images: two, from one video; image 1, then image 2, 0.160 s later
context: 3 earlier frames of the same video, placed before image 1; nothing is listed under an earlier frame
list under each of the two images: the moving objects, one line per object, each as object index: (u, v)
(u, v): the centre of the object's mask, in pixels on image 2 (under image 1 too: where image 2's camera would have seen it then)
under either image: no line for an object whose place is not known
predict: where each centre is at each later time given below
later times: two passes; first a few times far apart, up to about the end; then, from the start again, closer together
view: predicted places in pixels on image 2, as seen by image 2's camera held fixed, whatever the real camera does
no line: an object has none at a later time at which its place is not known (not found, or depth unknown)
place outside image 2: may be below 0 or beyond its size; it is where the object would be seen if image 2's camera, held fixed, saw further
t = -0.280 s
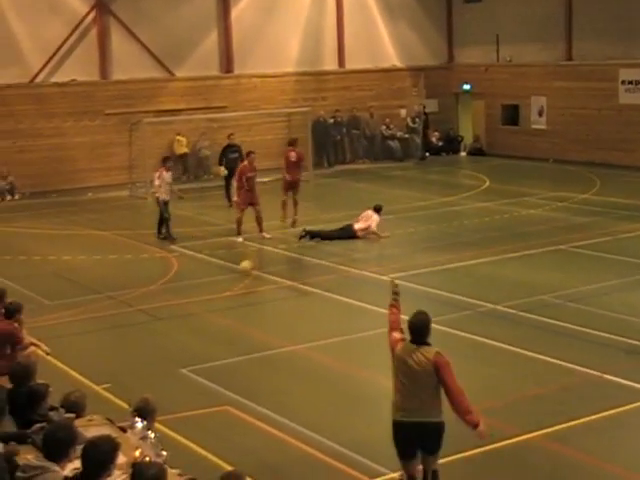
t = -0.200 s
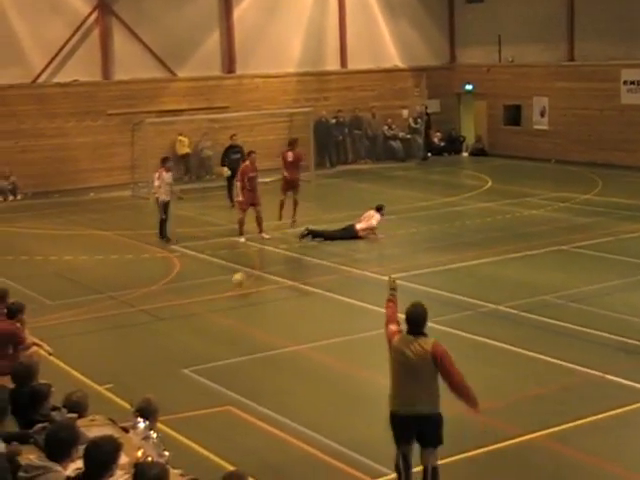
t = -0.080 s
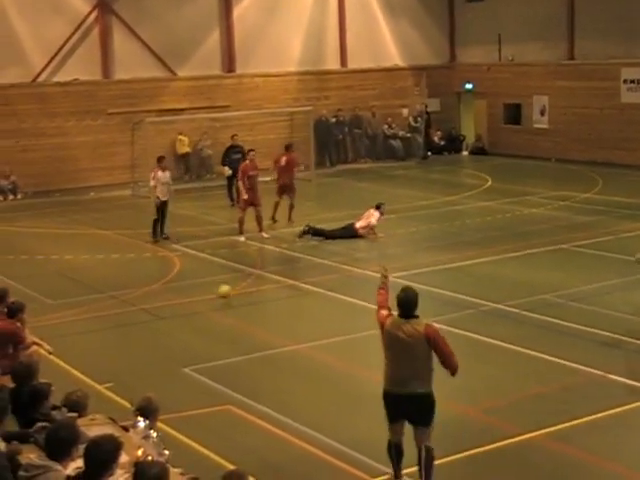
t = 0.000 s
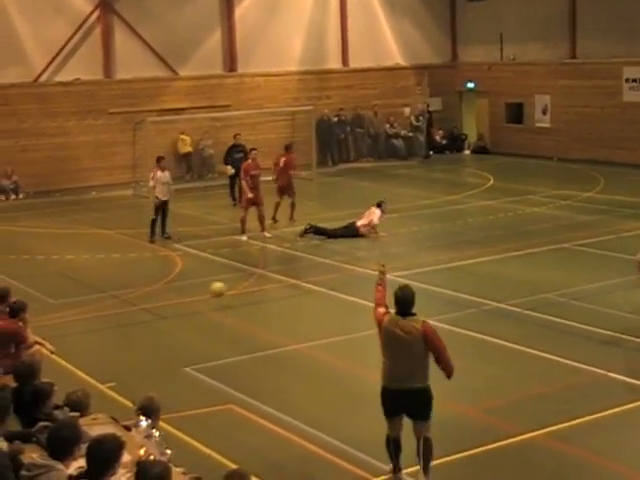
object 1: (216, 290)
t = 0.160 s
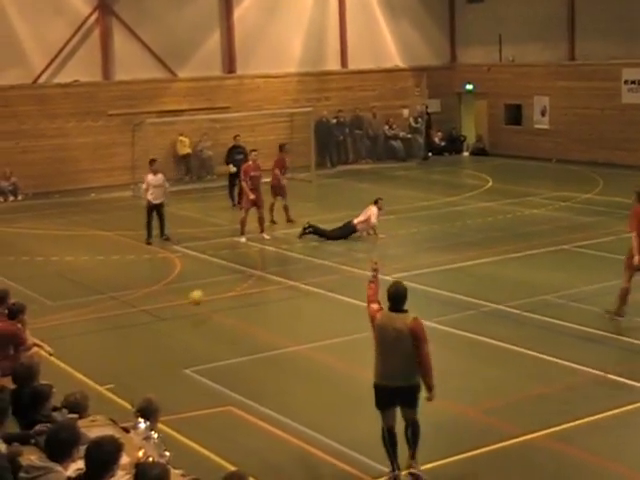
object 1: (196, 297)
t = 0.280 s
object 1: (180, 314)
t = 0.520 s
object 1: (146, 328)
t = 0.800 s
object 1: (102, 363)
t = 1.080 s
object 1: (59, 391)
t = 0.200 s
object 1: (190, 302)
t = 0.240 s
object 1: (185, 307)
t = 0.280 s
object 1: (180, 314)
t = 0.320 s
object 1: (174, 325)
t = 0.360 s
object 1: (169, 329)
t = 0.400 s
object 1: (164, 326)
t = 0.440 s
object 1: (158, 326)
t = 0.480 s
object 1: (152, 326)
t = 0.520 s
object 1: (146, 328)
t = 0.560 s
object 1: (140, 331)
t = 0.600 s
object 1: (134, 335)
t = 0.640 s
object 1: (127, 341)
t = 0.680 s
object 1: (121, 348)
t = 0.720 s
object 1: (117, 355)
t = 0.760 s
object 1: (110, 364)
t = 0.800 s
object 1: (102, 363)
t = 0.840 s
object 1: (96, 364)
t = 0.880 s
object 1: (89, 365)
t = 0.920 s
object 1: (83, 368)
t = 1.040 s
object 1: (62, 385)
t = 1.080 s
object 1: (59, 391)
